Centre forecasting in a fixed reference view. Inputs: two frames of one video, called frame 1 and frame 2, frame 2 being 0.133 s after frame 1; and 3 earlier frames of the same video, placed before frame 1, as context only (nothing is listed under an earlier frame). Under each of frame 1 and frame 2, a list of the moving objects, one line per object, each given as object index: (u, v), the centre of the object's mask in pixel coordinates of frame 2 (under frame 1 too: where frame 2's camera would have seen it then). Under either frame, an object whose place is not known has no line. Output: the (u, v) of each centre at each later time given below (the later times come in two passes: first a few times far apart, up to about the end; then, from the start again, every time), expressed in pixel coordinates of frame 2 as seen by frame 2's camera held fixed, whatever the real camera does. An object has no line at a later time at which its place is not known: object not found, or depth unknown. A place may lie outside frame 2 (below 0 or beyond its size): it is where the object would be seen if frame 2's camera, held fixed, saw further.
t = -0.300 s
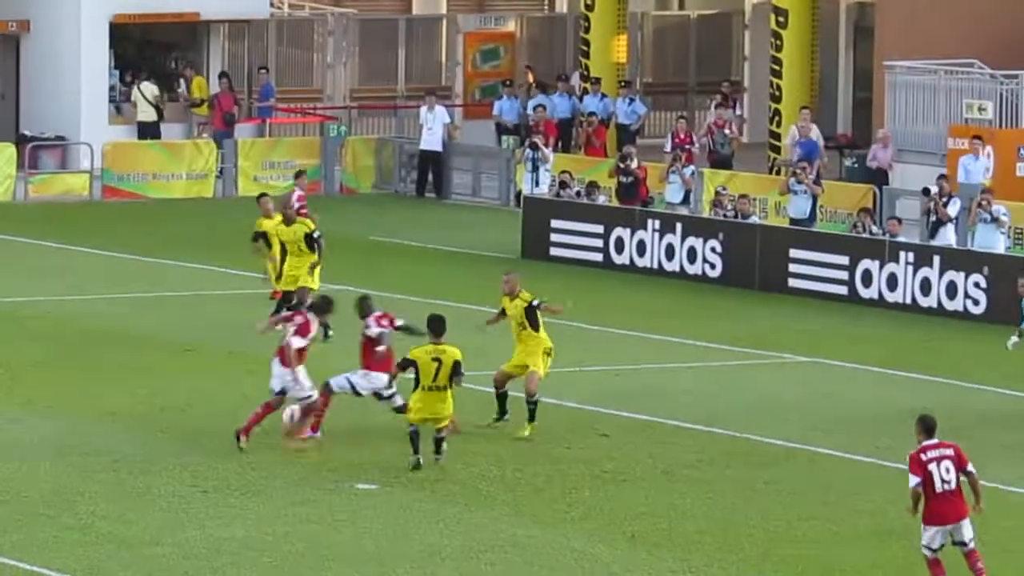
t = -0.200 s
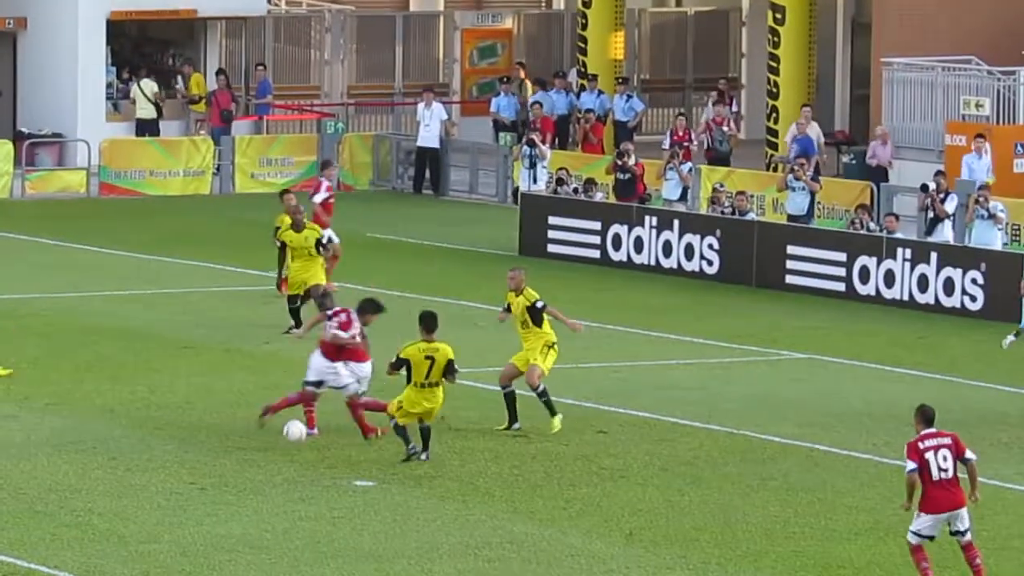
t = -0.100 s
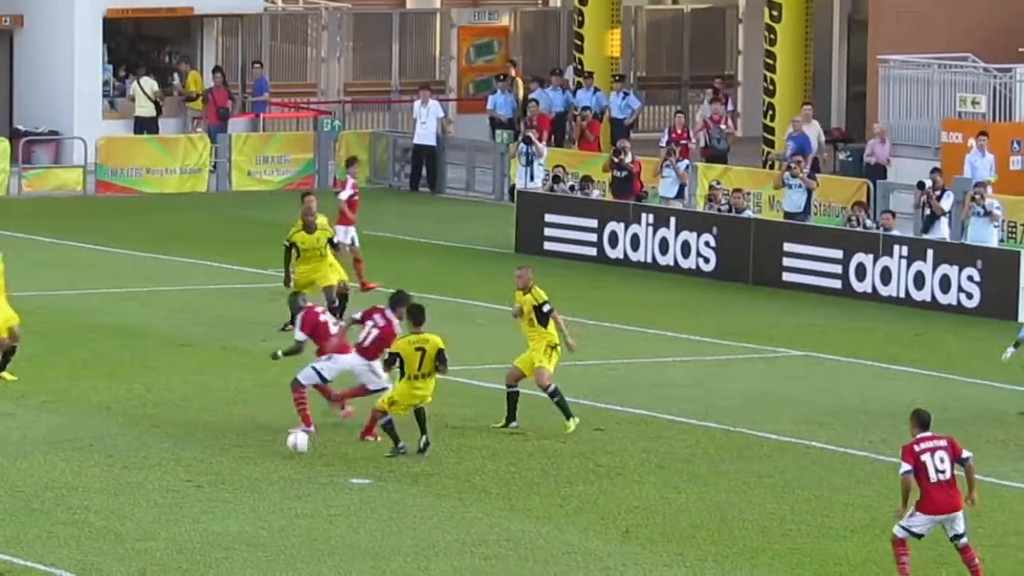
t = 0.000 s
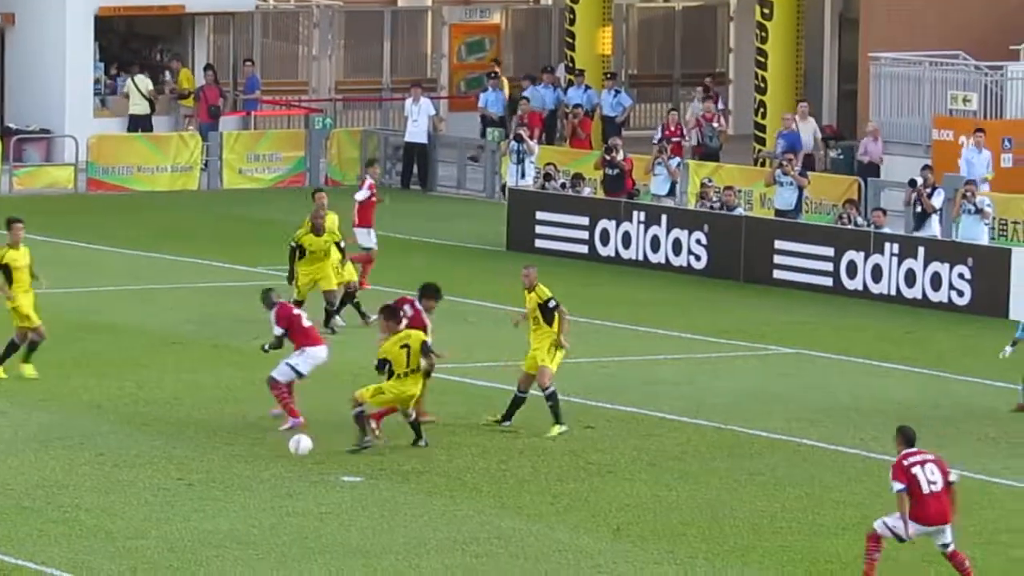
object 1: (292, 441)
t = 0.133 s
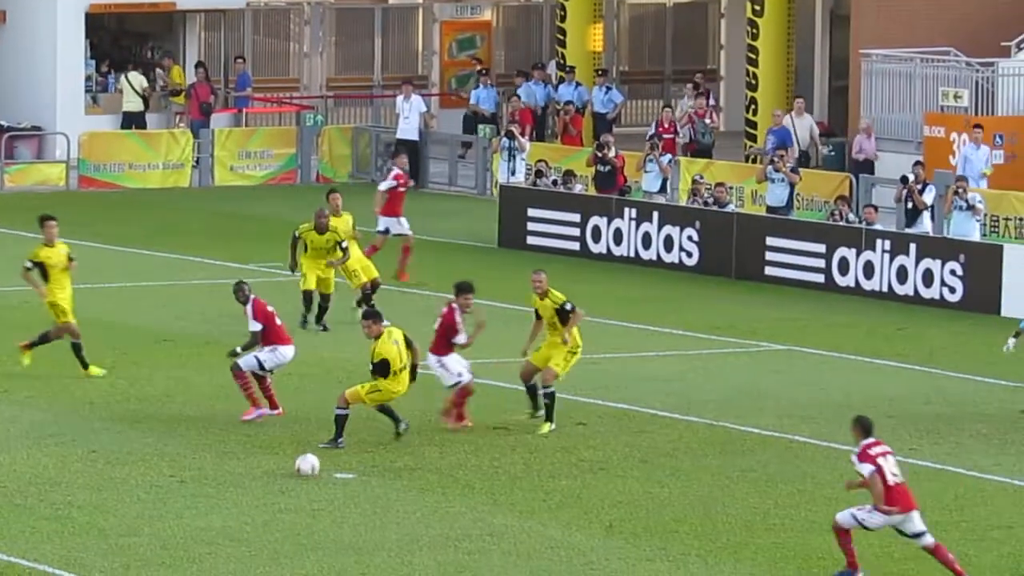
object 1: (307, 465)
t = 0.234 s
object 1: (318, 473)
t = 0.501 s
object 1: (348, 501)
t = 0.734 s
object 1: (375, 523)
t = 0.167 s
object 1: (311, 466)
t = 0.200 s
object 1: (312, 469)
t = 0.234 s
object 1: (318, 473)
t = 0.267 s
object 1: (321, 478)
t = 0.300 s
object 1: (325, 481)
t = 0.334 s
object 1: (329, 483)
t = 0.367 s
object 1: (333, 486)
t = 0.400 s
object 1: (337, 490)
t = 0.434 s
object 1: (341, 494)
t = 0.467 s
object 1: (344, 497)
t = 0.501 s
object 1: (348, 501)
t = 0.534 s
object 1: (352, 504)
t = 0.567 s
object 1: (355, 507)
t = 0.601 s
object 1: (360, 510)
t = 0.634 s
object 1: (364, 513)
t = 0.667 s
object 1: (366, 517)
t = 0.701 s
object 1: (372, 520)
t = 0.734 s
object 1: (375, 523)
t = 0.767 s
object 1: (379, 526)
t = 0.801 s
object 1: (383, 530)
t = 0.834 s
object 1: (387, 533)
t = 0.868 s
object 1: (390, 537)
